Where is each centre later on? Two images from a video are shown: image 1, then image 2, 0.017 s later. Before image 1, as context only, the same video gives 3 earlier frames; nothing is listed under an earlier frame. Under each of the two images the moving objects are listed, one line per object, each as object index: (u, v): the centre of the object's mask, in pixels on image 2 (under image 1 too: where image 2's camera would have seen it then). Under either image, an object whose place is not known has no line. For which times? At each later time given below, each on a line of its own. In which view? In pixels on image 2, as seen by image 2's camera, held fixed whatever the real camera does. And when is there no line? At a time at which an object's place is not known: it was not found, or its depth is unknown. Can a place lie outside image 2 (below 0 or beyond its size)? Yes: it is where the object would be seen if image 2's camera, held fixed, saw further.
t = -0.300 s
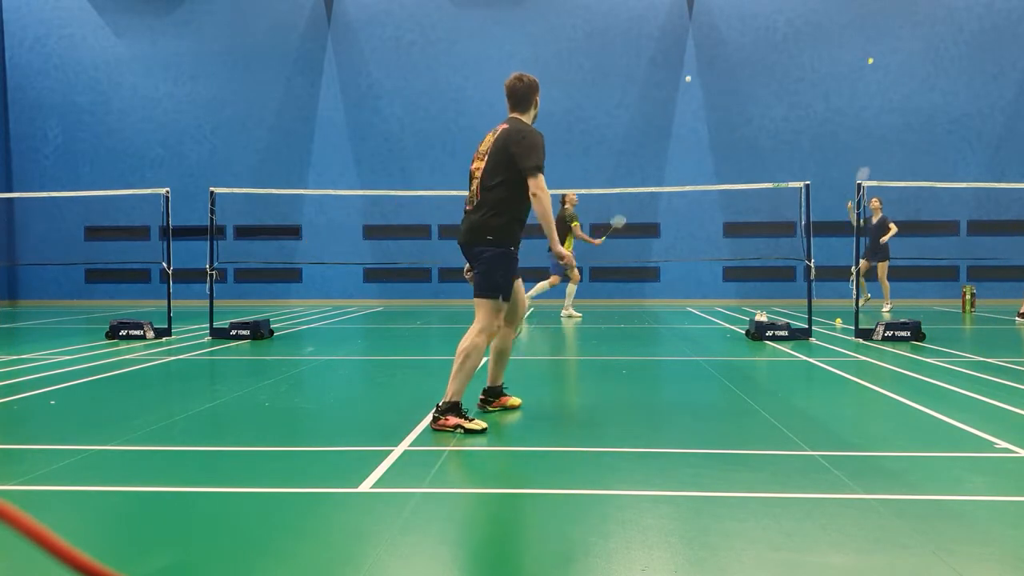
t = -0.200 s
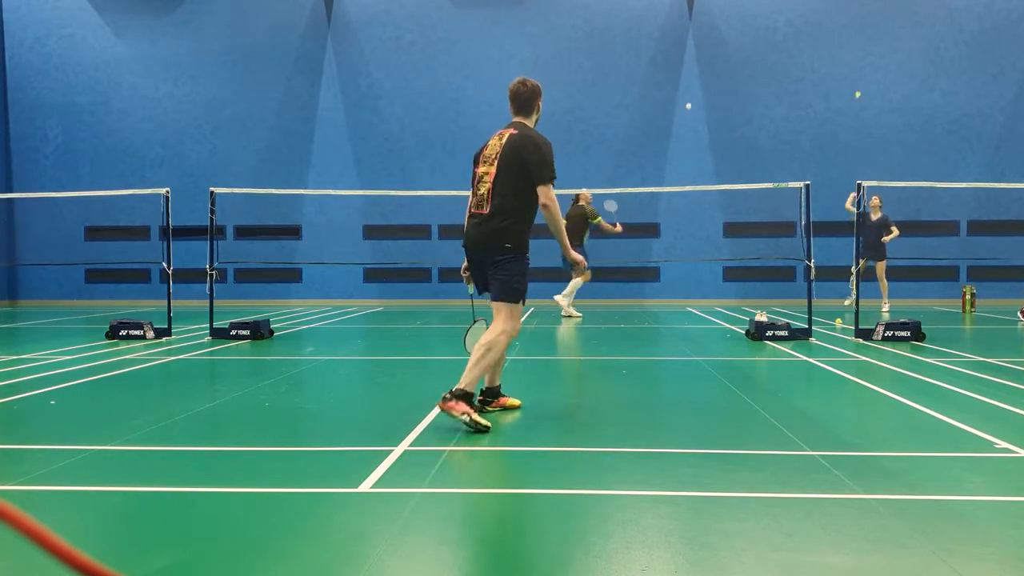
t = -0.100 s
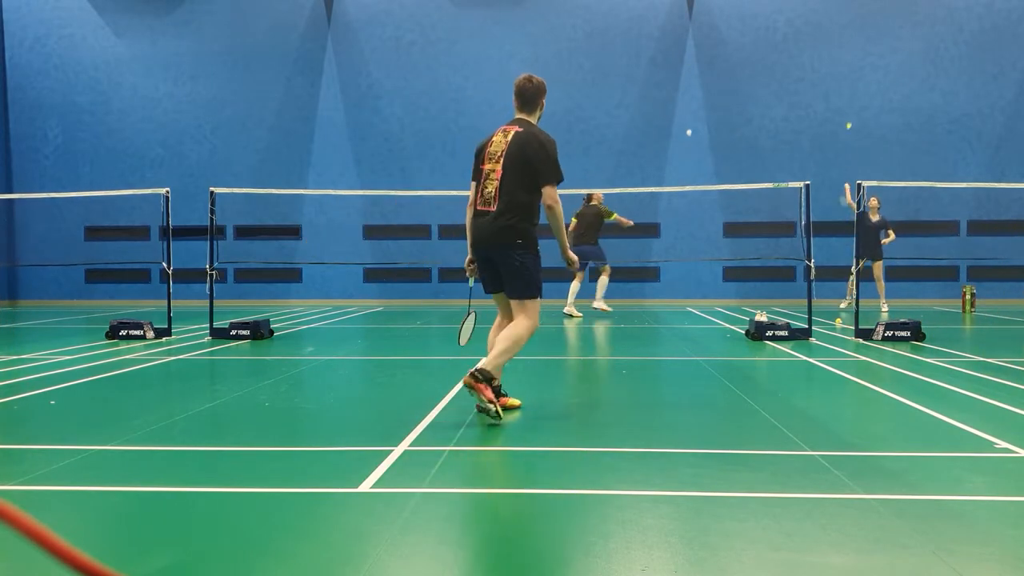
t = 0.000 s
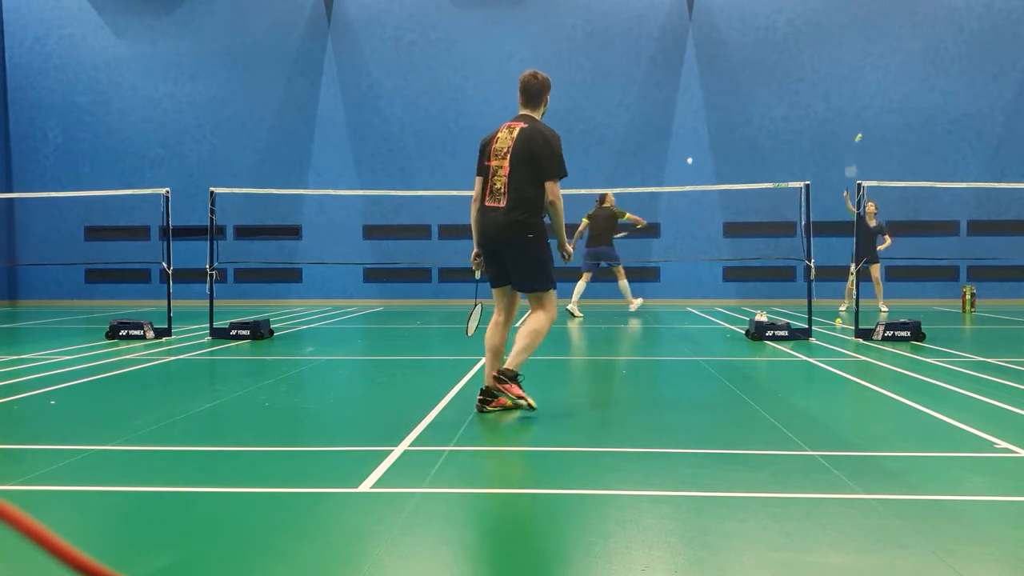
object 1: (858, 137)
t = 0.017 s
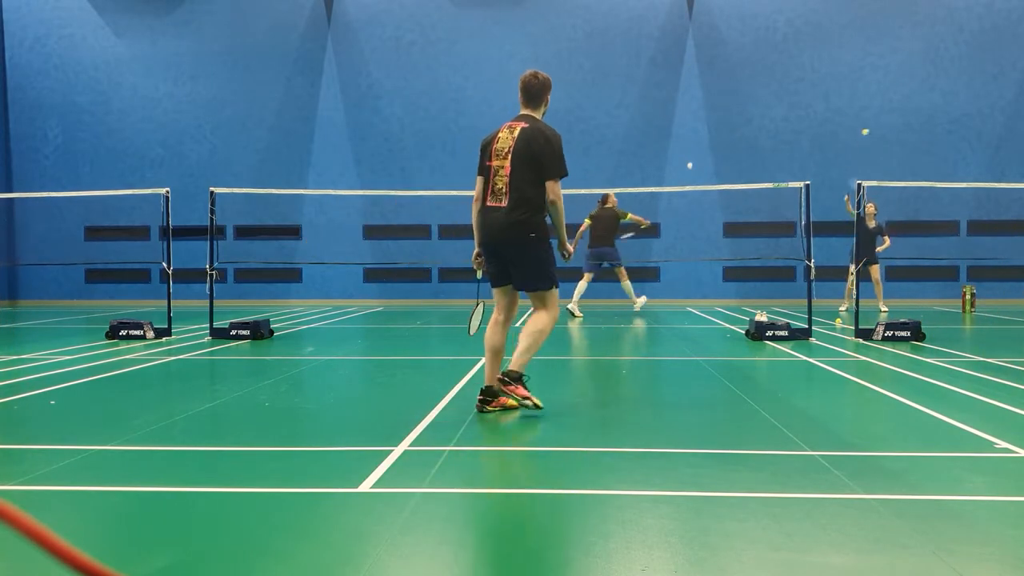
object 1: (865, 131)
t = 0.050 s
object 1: (876, 130)
